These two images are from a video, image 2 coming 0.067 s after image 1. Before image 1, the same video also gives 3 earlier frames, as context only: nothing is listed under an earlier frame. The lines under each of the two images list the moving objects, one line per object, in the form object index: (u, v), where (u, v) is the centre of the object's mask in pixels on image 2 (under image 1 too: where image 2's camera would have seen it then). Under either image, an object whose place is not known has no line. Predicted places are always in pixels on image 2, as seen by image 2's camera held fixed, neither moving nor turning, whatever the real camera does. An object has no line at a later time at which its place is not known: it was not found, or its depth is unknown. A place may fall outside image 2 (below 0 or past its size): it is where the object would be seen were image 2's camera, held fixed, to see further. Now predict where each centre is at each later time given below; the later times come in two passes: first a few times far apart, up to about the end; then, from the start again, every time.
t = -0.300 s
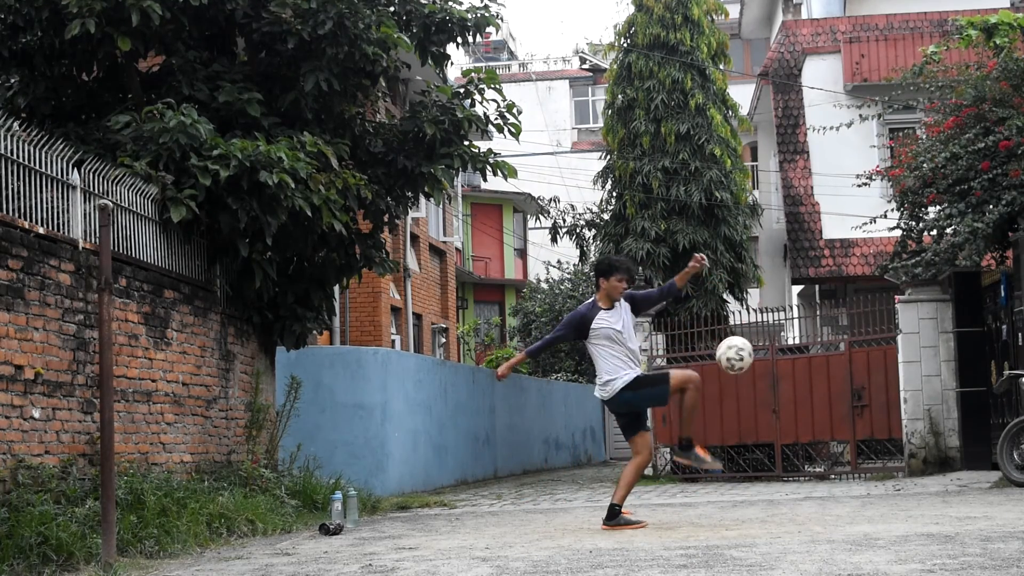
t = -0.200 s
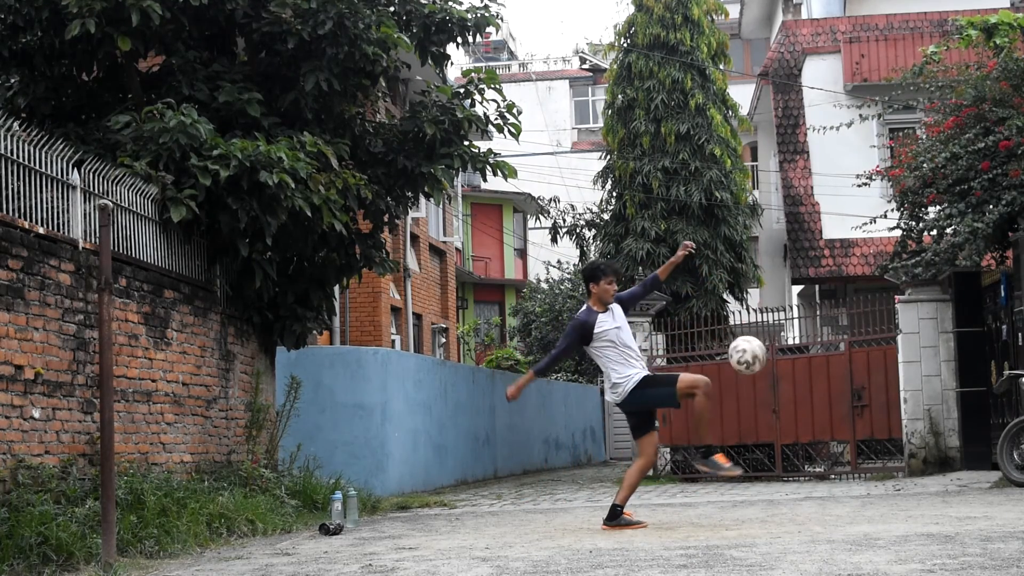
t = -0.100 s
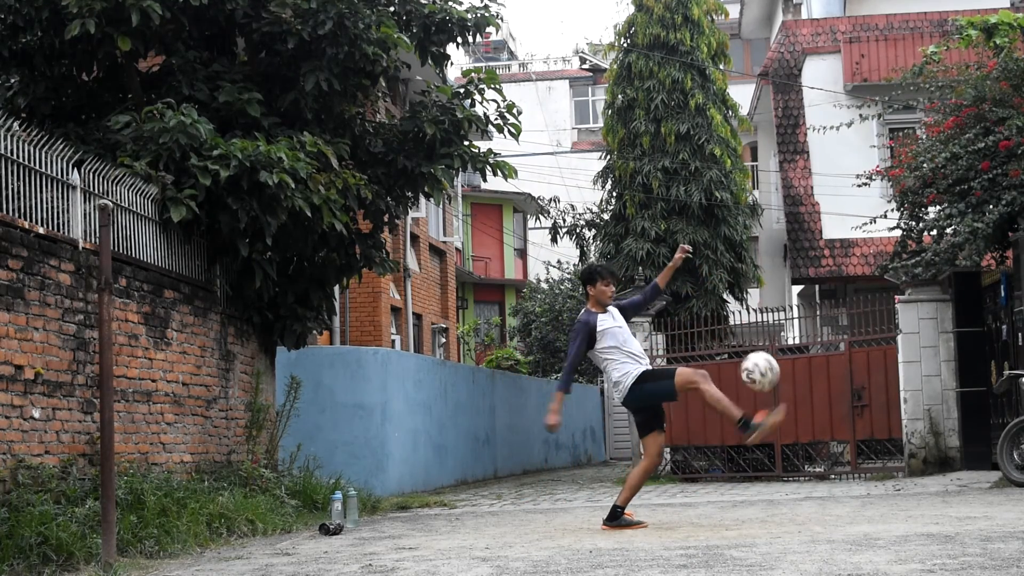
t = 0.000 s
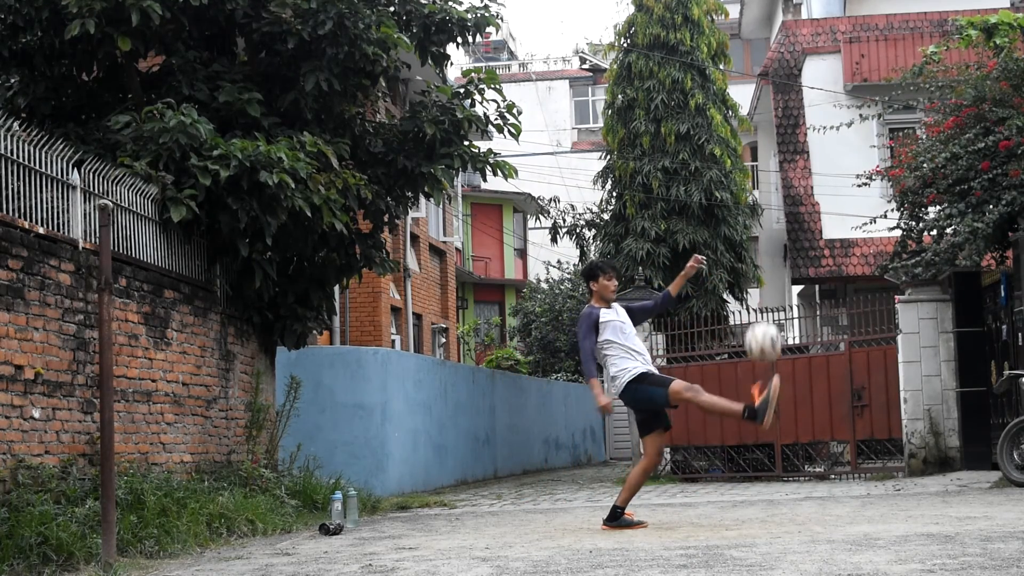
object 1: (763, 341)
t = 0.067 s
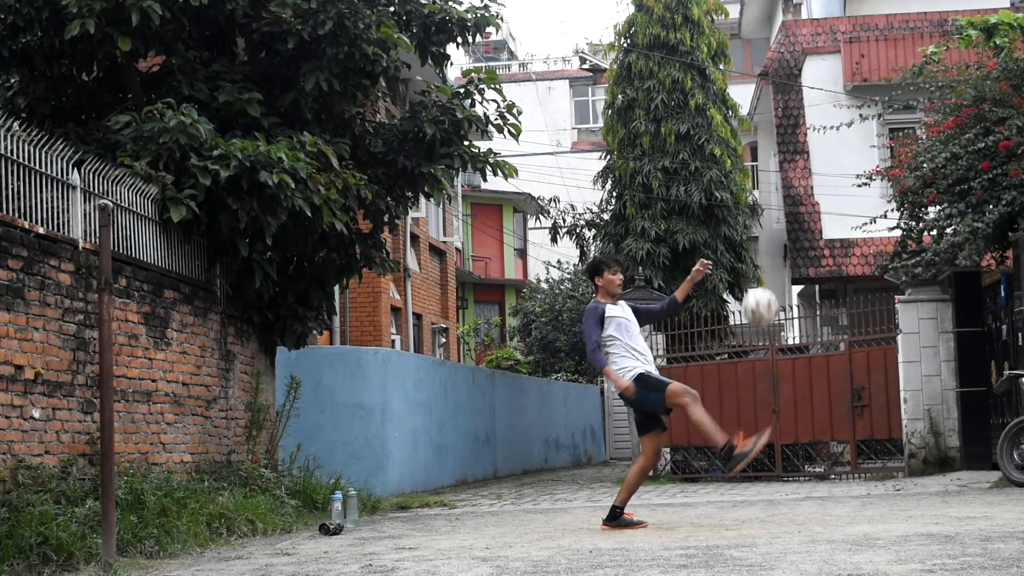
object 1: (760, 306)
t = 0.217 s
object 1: (754, 260)
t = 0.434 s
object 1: (748, 258)
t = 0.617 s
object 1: (747, 313)
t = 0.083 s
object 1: (759, 299)
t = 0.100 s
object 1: (758, 293)
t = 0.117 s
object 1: (757, 287)
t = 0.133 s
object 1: (757, 281)
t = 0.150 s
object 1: (756, 276)
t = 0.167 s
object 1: (755, 271)
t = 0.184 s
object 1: (755, 268)
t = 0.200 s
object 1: (754, 264)
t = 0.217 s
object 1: (754, 260)
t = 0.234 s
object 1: (753, 257)
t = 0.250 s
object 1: (752, 255)
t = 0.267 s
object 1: (752, 252)
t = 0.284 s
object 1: (751, 251)
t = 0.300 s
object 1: (751, 251)
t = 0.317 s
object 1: (751, 251)
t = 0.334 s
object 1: (750, 250)
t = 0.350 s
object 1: (750, 250)
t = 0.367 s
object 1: (750, 251)
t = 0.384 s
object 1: (749, 252)
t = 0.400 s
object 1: (749, 253)
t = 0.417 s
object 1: (749, 255)
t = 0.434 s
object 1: (748, 258)
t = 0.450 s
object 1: (748, 261)
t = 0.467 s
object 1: (748, 264)
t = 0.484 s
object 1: (748, 268)
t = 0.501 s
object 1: (747, 272)
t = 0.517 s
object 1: (747, 276)
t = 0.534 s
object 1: (747, 281)
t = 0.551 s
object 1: (747, 286)
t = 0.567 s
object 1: (747, 292)
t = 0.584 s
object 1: (747, 299)
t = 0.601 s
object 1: (747, 305)
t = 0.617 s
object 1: (747, 313)
